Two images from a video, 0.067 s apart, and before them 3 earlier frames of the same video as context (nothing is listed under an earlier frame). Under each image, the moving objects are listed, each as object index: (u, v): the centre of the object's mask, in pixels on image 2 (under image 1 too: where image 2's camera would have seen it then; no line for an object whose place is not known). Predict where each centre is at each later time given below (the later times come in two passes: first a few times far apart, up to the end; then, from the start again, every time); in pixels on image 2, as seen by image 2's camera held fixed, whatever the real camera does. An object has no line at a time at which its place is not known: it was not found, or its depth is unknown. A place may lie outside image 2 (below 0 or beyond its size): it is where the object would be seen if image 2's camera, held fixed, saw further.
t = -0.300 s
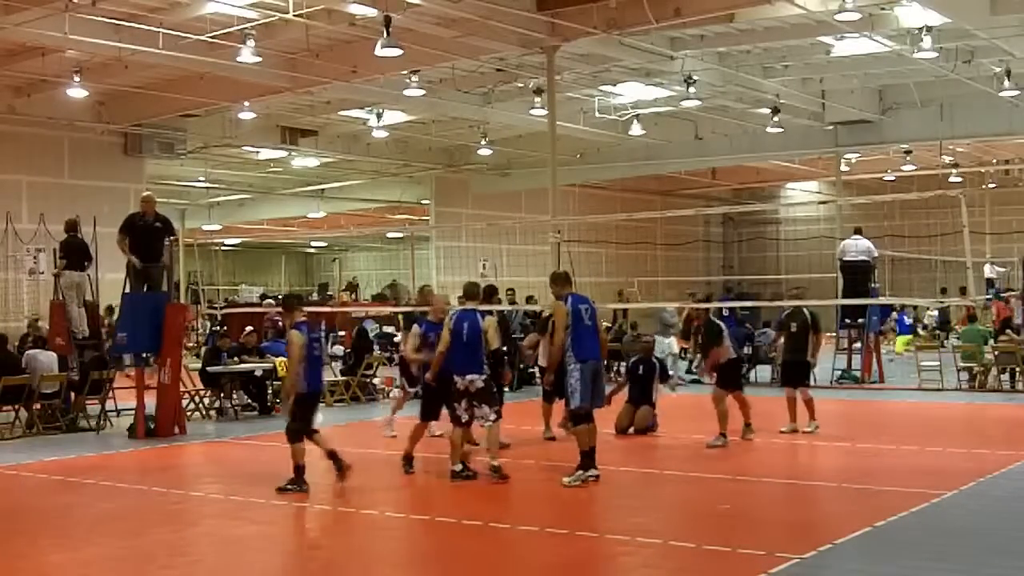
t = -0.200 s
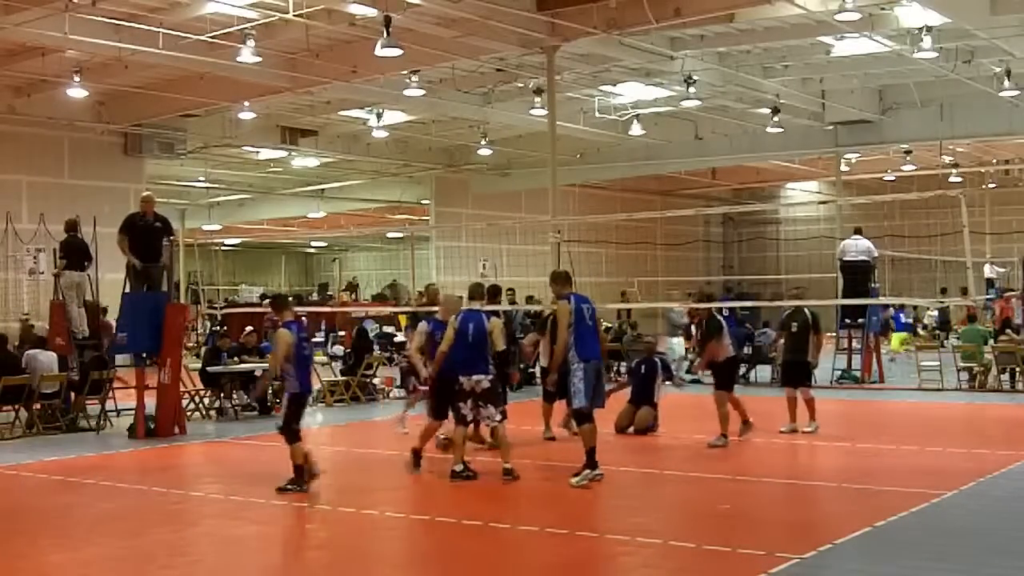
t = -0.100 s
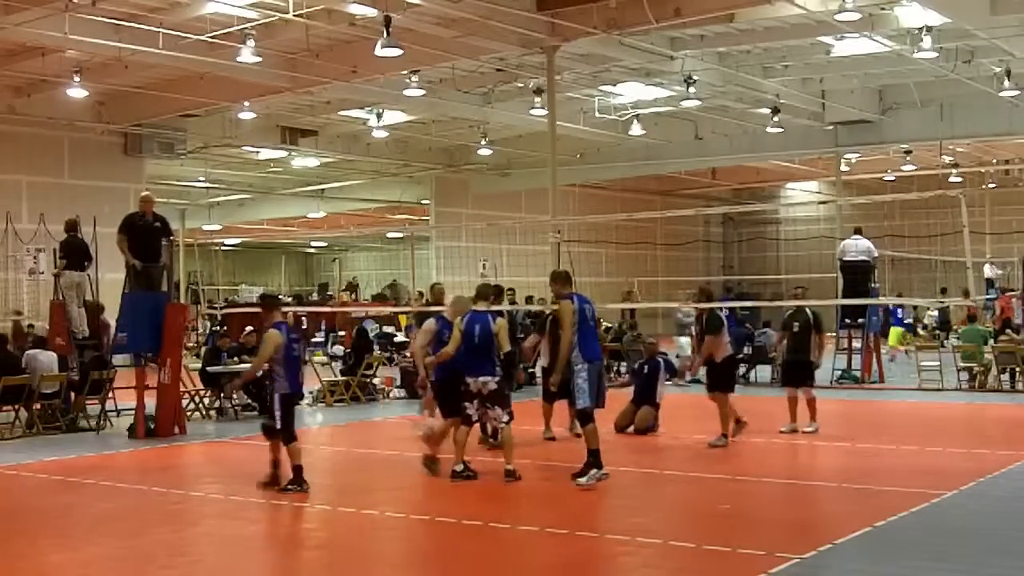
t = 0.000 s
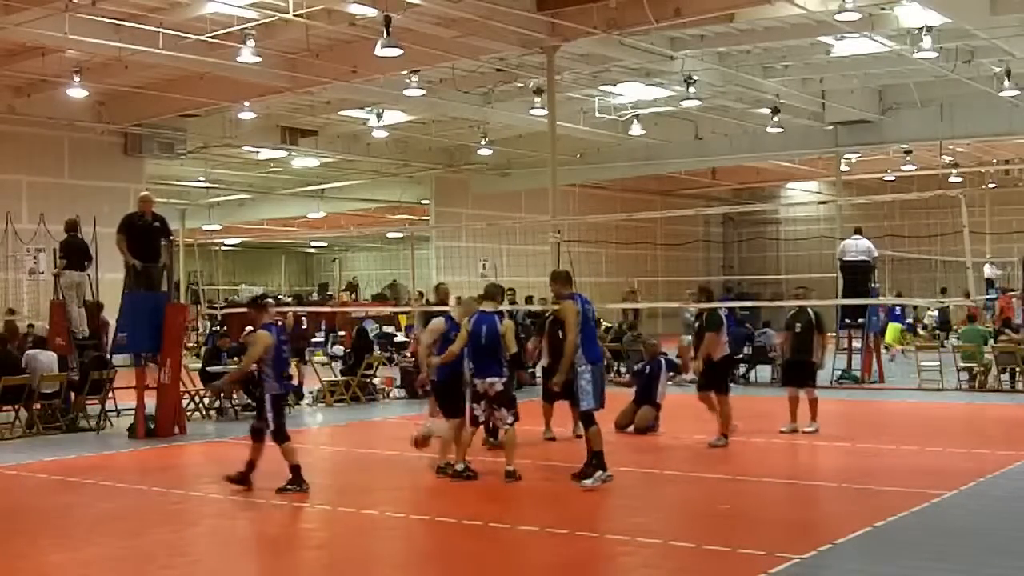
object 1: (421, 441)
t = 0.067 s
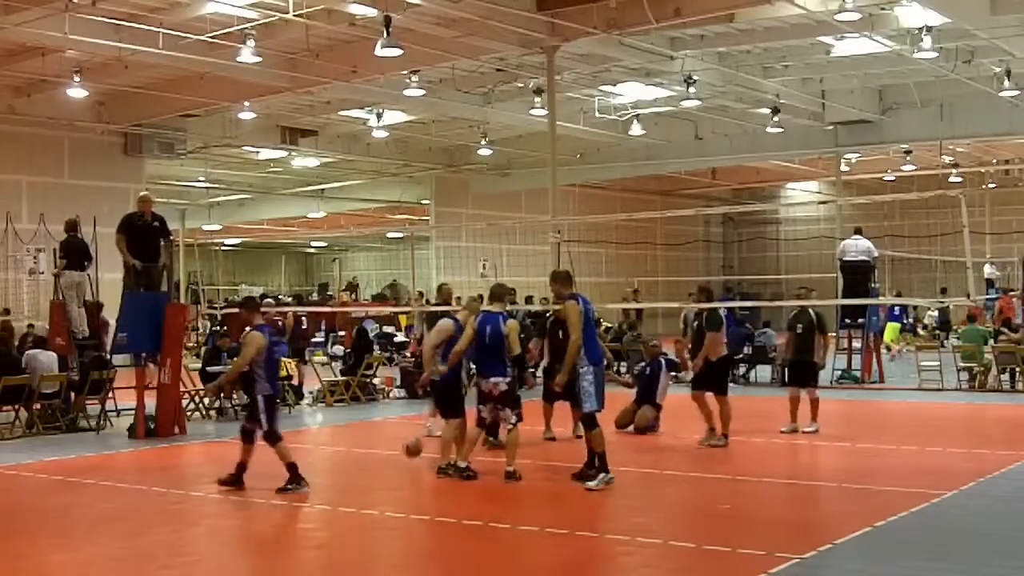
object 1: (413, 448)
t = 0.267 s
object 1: (387, 442)
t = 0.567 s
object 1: (347, 448)
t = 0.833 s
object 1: (313, 457)
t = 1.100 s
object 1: (279, 454)
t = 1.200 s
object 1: (266, 452)
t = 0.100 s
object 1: (409, 454)
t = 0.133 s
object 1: (405, 454)
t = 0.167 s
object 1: (400, 449)
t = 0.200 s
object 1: (395, 445)
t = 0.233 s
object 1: (391, 443)
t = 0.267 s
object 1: (387, 442)
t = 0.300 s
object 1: (382, 442)
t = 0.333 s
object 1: (378, 443)
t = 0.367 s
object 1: (374, 444)
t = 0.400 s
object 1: (369, 444)
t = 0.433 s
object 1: (365, 450)
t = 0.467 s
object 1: (360, 454)
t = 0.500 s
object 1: (356, 456)
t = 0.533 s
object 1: (349, 453)
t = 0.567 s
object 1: (347, 448)
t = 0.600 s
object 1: (342, 445)
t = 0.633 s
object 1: (338, 444)
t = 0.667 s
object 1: (335, 444)
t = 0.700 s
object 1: (330, 444)
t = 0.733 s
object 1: (326, 445)
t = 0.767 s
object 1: (322, 449)
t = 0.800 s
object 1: (317, 452)
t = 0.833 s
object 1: (313, 457)
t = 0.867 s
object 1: (309, 454)
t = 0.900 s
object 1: (304, 451)
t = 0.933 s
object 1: (299, 449)
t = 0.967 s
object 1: (295, 448)
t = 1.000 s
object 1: (291, 447)
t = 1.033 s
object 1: (287, 449)
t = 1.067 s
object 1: (283, 452)
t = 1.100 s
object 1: (279, 454)
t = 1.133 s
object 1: (274, 458)
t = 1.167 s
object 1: (269, 455)
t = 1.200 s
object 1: (266, 452)
